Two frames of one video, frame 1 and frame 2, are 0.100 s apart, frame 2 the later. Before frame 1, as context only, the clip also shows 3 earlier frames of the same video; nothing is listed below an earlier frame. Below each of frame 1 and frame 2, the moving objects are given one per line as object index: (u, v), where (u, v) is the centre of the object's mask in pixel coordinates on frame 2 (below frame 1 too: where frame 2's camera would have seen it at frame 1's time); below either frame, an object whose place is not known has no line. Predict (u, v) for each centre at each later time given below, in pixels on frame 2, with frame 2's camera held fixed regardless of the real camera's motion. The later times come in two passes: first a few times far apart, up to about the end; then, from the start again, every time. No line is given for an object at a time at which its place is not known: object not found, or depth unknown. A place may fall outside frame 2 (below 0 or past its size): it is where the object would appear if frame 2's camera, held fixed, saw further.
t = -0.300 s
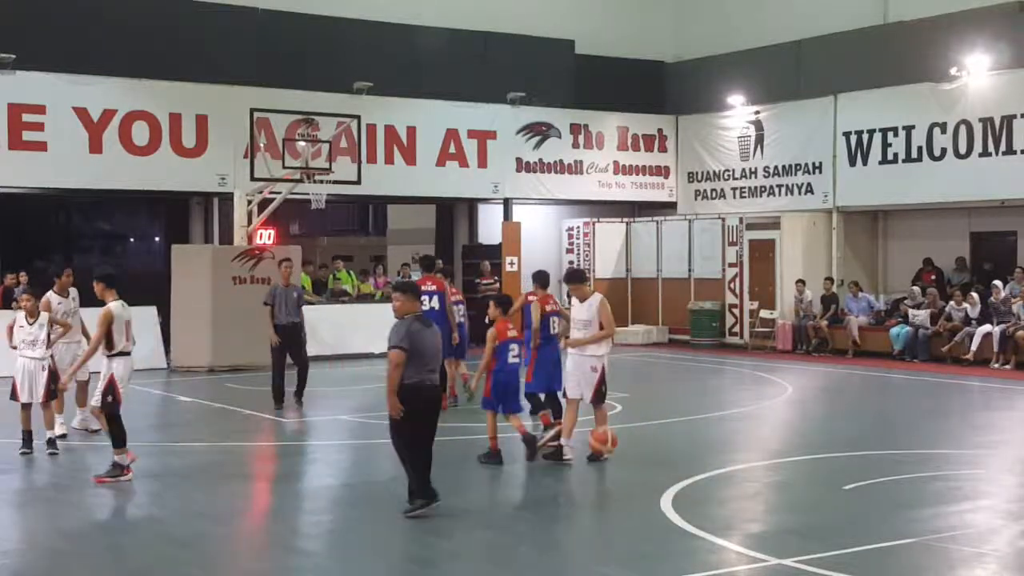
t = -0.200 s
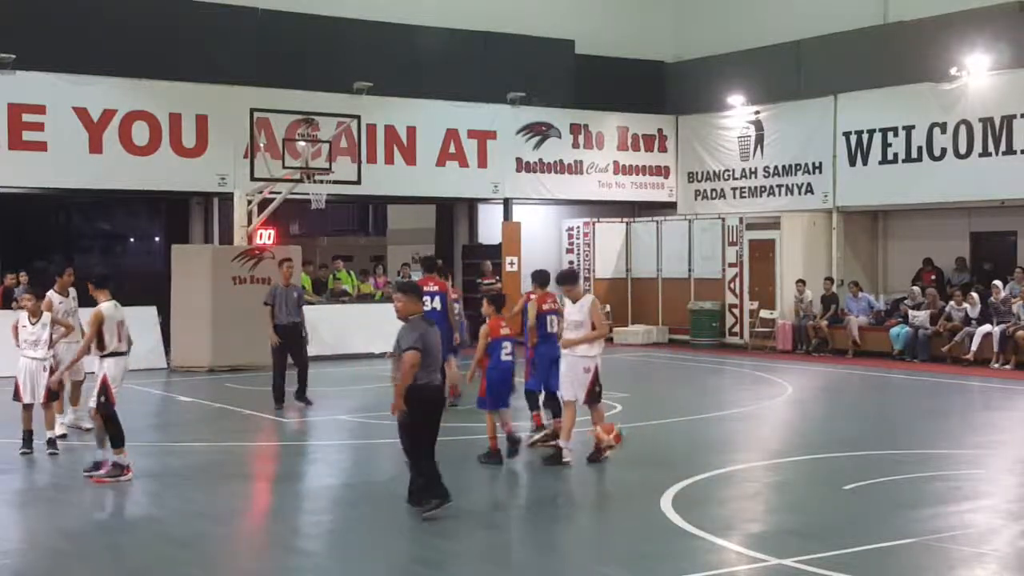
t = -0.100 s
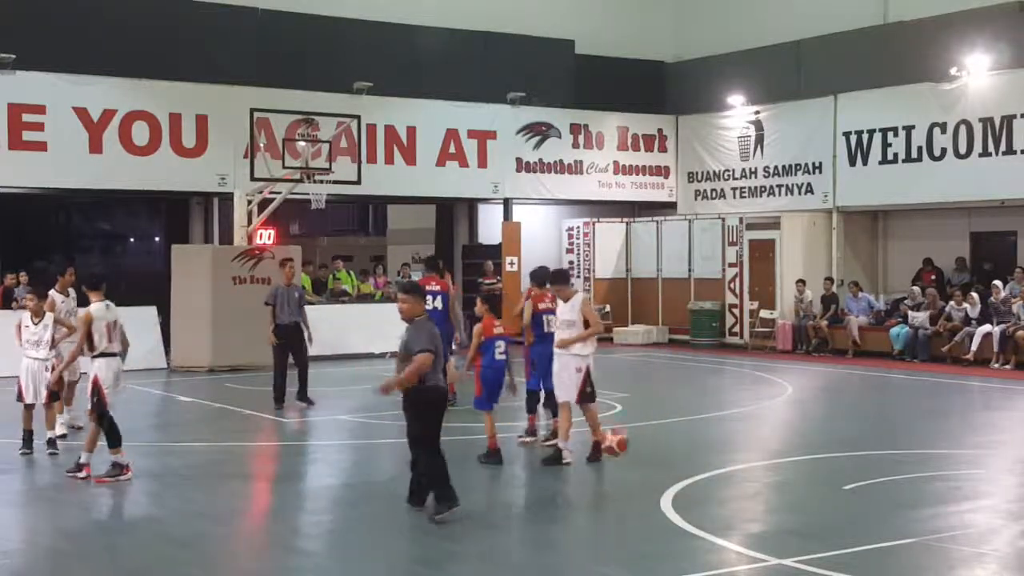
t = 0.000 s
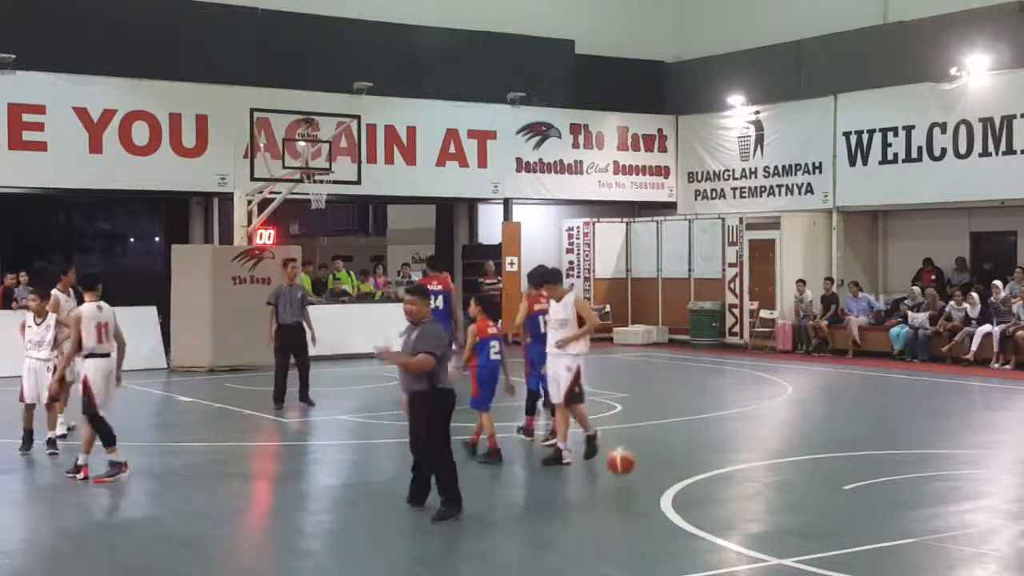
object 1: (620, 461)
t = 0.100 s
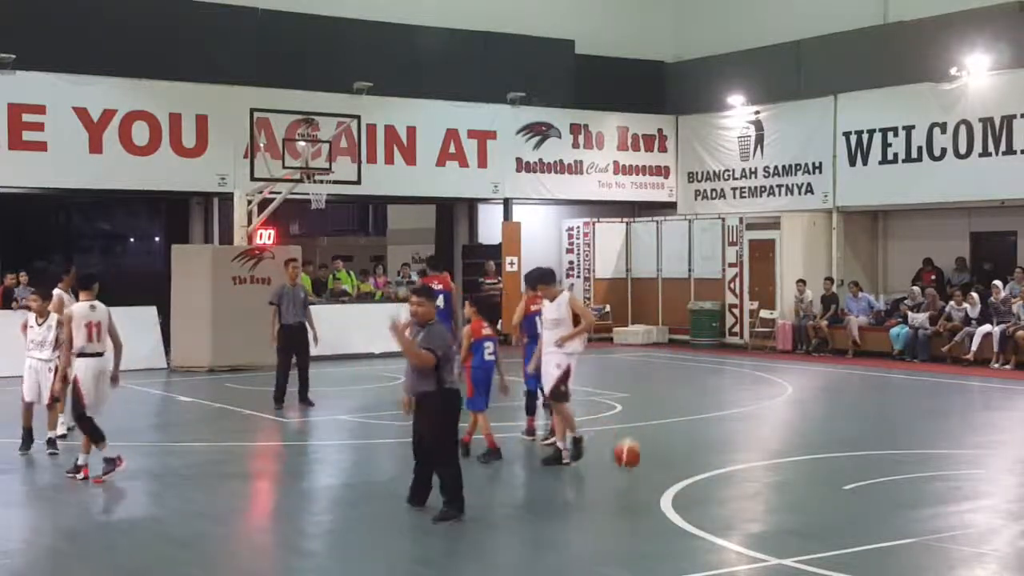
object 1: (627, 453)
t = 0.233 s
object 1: (634, 440)
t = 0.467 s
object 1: (649, 463)
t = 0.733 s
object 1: (663, 448)
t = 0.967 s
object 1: (674, 447)
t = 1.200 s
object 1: (685, 451)
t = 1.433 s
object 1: (693, 453)
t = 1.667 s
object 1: (703, 454)
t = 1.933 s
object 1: (712, 448)
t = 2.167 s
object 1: (719, 447)
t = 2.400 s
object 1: (724, 447)
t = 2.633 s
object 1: (727, 446)
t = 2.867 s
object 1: (730, 445)
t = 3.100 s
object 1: (734, 442)
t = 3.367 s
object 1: (738, 442)
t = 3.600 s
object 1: (741, 440)
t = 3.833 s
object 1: (743, 439)
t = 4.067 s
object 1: (743, 438)
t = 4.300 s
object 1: (742, 437)
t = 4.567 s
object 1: (740, 435)
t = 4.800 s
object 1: (737, 435)
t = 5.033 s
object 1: (734, 434)
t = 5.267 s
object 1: (729, 433)
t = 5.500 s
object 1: (723, 433)
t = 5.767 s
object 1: (716, 433)
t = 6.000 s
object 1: (709, 432)
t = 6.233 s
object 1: (701, 432)
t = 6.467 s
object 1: (692, 432)
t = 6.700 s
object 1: (685, 431)
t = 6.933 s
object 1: (677, 432)
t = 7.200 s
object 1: (668, 431)
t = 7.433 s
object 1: (661, 431)
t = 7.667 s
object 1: (653, 431)
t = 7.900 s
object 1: (646, 432)
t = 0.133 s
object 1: (629, 448)
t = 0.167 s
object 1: (631, 444)
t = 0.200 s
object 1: (633, 441)
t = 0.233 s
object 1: (634, 440)
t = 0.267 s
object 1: (636, 440)
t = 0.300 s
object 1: (638, 441)
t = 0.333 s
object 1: (640, 443)
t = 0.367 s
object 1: (642, 448)
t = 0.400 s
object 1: (645, 452)
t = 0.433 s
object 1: (647, 460)
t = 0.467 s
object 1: (649, 463)
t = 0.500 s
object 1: (651, 456)
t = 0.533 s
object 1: (652, 450)
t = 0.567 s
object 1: (654, 448)
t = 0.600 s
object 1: (655, 445)
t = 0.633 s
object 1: (657, 444)
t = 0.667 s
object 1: (659, 444)
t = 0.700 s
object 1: (661, 445)
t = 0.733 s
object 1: (663, 448)
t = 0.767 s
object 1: (665, 452)
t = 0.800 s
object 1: (667, 456)
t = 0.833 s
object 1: (669, 458)
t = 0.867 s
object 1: (671, 454)
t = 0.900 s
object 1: (672, 451)
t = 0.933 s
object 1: (672, 449)
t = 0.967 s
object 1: (674, 447)
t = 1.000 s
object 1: (676, 447)
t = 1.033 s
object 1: (677, 447)
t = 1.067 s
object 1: (679, 449)
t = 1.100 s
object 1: (681, 452)
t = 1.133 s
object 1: (681, 457)
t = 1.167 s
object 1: (683, 455)
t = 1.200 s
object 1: (685, 451)
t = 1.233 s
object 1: (686, 449)
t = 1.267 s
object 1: (687, 447)
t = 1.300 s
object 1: (689, 447)
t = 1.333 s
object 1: (690, 447)
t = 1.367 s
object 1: (691, 449)
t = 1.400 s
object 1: (692, 452)
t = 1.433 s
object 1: (693, 453)
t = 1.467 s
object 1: (695, 450)
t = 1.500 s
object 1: (697, 448)
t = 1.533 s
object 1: (698, 447)
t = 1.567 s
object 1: (699, 447)
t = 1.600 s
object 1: (701, 448)
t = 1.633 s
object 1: (702, 450)
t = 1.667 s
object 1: (703, 454)
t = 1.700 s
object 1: (704, 450)
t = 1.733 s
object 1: (705, 448)
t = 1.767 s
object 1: (706, 448)
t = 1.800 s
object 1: (707, 448)
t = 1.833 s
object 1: (708, 449)
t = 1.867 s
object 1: (710, 451)
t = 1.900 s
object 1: (711, 450)
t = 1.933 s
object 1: (712, 448)
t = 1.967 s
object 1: (713, 447)
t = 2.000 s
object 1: (714, 447)
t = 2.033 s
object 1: (715, 448)
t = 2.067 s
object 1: (716, 449)
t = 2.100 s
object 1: (717, 447)
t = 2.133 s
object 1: (718, 447)
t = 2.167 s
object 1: (719, 447)
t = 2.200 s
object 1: (720, 447)
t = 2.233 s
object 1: (720, 448)
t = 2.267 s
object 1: (721, 448)
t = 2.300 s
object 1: (721, 447)
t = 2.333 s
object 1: (722, 446)
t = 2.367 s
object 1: (723, 447)
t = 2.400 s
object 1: (724, 447)
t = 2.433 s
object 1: (724, 446)
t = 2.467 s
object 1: (725, 445)
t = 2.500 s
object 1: (725, 446)
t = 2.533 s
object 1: (725, 446)
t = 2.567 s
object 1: (726, 446)
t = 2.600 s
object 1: (726, 446)
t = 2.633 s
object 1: (727, 446)
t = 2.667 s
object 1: (728, 445)
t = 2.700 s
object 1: (728, 446)
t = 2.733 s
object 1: (728, 445)
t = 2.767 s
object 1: (729, 445)
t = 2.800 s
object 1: (729, 445)
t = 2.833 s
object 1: (729, 445)
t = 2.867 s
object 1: (730, 445)
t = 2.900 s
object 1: (731, 444)
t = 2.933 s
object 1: (731, 444)
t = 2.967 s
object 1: (732, 443)
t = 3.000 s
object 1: (732, 443)
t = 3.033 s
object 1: (733, 443)
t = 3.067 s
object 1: (733, 443)
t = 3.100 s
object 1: (734, 442)
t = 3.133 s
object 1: (734, 442)
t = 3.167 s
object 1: (735, 442)
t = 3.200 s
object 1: (735, 442)
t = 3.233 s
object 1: (736, 442)
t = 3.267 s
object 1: (736, 442)
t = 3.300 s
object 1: (737, 442)
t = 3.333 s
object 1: (737, 442)
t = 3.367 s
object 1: (738, 442)
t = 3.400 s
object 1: (738, 441)
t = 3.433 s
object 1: (739, 442)
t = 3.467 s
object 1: (739, 441)
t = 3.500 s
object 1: (740, 441)
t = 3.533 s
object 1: (740, 441)
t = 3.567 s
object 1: (740, 440)
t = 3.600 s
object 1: (741, 440)
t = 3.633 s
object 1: (741, 440)
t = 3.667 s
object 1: (742, 440)
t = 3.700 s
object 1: (742, 440)
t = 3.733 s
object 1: (742, 440)
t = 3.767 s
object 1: (742, 439)
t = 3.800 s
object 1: (743, 439)
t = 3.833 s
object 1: (743, 439)
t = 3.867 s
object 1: (743, 439)
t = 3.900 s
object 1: (743, 439)
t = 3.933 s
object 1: (743, 439)
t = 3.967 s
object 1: (743, 438)
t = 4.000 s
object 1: (743, 438)
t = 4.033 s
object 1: (743, 438)
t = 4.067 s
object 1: (743, 438)
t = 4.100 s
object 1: (743, 437)
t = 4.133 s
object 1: (743, 437)
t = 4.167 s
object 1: (743, 437)
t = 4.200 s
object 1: (743, 437)
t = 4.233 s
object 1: (743, 437)
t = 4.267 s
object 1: (743, 437)
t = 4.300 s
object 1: (742, 437)
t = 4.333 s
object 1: (742, 436)
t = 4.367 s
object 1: (742, 436)
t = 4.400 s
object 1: (741, 436)
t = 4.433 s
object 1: (741, 436)
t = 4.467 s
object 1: (741, 436)
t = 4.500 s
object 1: (741, 436)
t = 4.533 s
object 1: (740, 436)
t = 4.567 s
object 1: (740, 435)
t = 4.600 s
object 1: (739, 435)
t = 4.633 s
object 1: (739, 435)
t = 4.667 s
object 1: (739, 435)
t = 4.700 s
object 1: (738, 435)
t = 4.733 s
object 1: (738, 435)
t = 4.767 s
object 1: (737, 435)
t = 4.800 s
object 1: (737, 435)
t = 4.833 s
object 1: (737, 434)
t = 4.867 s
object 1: (737, 434)
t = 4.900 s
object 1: (736, 434)
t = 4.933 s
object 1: (735, 434)
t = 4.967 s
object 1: (735, 434)
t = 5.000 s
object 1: (734, 434)
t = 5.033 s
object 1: (734, 434)
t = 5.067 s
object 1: (733, 434)
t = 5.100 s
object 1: (733, 434)
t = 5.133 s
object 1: (732, 434)
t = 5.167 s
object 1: (732, 434)
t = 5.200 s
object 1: (731, 434)
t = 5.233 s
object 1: (730, 433)
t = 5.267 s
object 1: (729, 433)
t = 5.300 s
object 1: (728, 433)
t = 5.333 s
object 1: (728, 434)
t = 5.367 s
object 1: (727, 434)
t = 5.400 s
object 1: (726, 433)
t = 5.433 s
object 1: (725, 433)
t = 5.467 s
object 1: (724, 433)
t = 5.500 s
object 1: (723, 433)
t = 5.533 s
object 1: (723, 433)
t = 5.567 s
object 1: (722, 433)
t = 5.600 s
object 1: (721, 433)
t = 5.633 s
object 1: (720, 433)
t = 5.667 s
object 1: (719, 433)
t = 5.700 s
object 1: (718, 433)
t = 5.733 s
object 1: (717, 433)
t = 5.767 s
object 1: (716, 433)
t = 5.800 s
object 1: (715, 433)
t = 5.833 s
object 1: (714, 433)
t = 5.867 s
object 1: (713, 432)
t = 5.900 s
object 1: (712, 432)
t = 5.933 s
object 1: (711, 432)
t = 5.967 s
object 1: (710, 432)
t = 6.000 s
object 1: (709, 432)
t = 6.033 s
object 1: (708, 432)
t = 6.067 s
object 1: (707, 432)
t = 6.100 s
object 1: (705, 432)
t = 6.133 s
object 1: (704, 432)
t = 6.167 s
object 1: (703, 432)
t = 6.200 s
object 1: (703, 432)
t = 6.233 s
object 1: (701, 432)
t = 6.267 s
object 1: (700, 432)
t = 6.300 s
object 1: (698, 432)
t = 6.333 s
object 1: (697, 432)
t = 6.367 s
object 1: (697, 432)
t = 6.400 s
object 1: (695, 432)
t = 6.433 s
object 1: (693, 433)
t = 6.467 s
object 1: (692, 432)
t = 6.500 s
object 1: (691, 432)
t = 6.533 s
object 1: (691, 432)
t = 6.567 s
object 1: (689, 432)
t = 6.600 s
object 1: (688, 432)
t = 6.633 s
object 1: (687, 431)
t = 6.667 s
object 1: (686, 431)
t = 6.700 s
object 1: (685, 431)
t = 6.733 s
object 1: (684, 431)
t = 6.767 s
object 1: (683, 431)
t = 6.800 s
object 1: (682, 431)
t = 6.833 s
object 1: (681, 431)
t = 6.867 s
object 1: (679, 431)
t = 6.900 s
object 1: (678, 432)
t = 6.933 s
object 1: (677, 432)
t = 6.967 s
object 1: (676, 432)
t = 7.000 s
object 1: (675, 432)
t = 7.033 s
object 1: (674, 431)
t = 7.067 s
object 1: (673, 431)
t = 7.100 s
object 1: (672, 431)
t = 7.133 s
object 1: (671, 431)
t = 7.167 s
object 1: (670, 431)
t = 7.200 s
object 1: (668, 431)
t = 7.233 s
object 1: (667, 431)
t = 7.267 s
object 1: (666, 431)
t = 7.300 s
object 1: (665, 431)
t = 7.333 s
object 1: (664, 431)
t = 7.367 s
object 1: (663, 431)
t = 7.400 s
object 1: (662, 431)
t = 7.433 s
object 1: (661, 431)
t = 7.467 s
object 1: (660, 431)
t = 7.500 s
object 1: (658, 431)
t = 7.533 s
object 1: (657, 431)
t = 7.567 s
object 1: (656, 431)
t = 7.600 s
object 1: (655, 431)
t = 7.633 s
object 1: (654, 431)
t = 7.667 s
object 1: (653, 431)
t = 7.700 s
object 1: (651, 431)
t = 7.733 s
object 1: (650, 431)
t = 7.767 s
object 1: (650, 431)
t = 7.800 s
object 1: (648, 431)
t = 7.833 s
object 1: (648, 432)
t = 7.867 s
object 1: (647, 432)
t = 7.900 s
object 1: (646, 432)
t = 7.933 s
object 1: (643, 432)
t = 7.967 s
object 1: (642, 432)
